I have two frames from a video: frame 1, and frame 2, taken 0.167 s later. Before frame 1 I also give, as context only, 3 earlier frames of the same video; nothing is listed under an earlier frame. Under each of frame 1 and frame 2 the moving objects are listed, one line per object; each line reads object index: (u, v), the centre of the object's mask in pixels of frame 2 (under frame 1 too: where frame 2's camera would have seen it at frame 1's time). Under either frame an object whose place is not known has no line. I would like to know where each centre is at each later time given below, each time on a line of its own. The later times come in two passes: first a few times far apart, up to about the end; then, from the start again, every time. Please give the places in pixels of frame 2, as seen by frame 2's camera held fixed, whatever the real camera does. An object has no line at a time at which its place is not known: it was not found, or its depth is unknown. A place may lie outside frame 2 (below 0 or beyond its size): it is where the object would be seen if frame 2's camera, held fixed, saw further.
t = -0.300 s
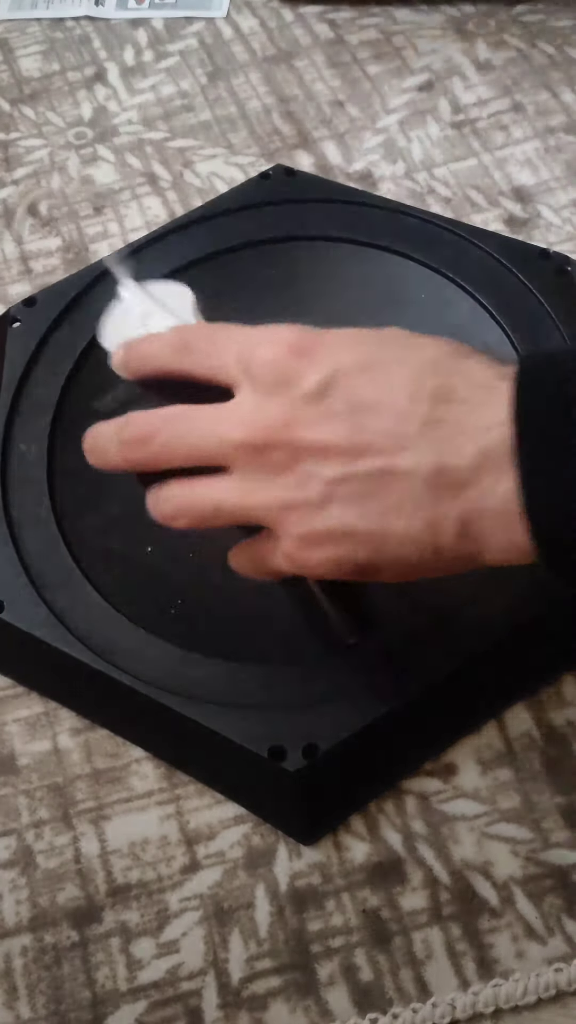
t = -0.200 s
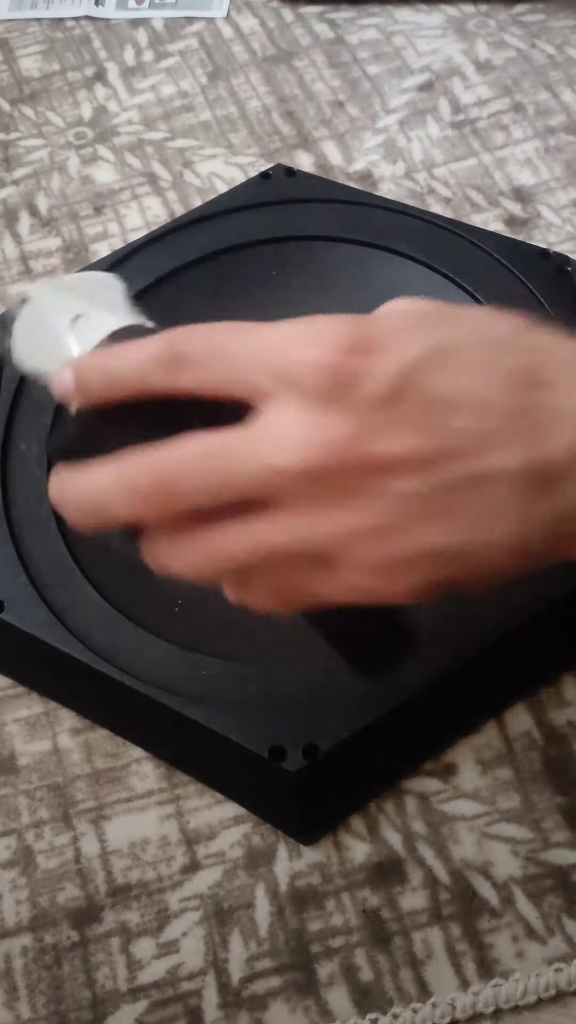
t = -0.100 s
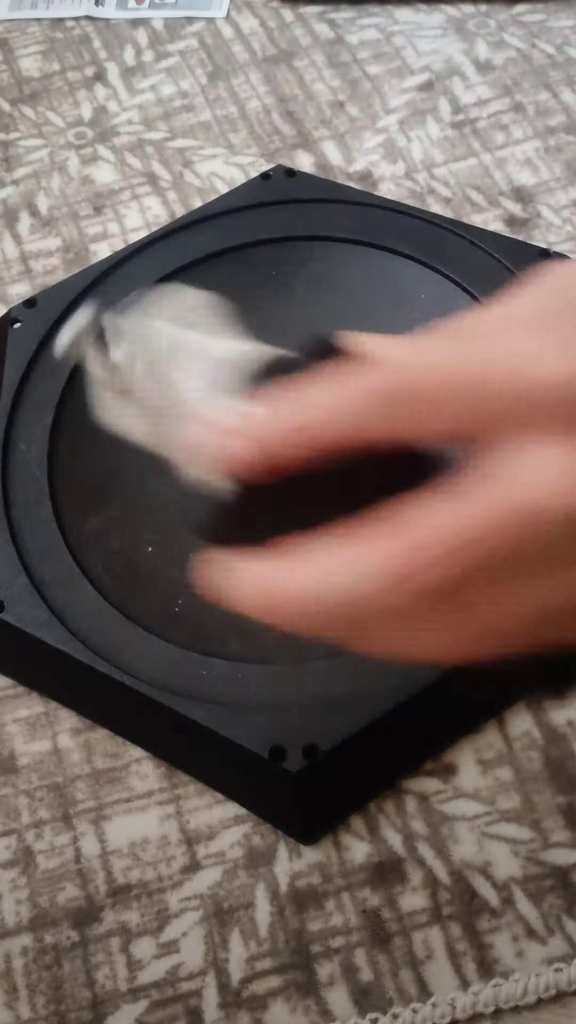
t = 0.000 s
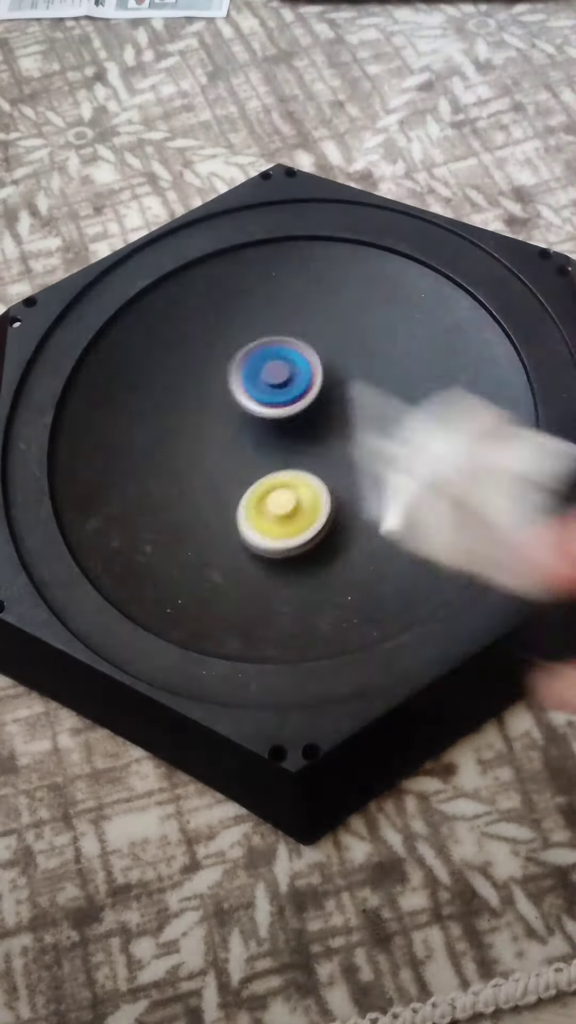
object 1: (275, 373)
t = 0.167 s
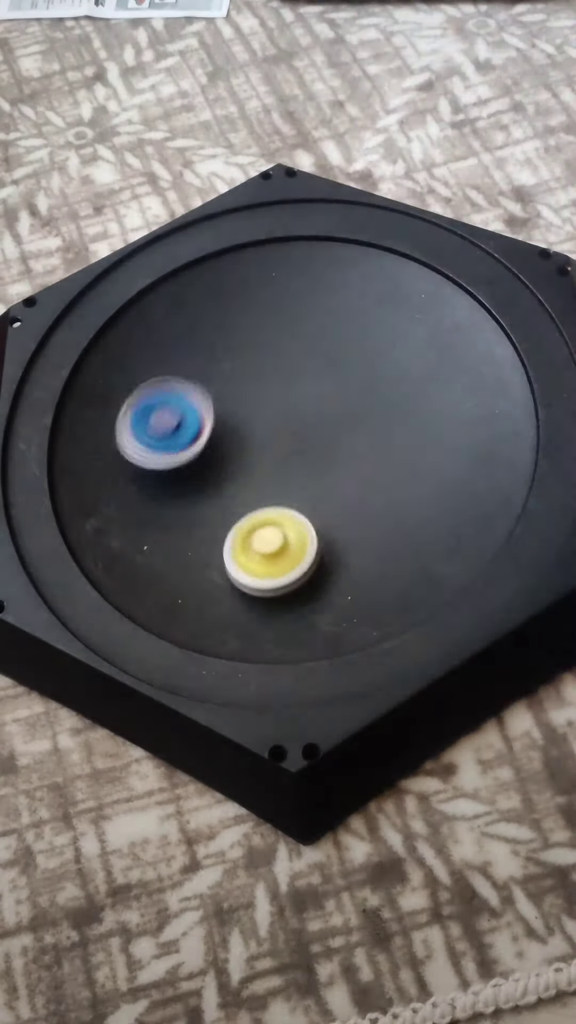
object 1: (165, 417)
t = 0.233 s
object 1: (164, 472)
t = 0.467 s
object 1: (204, 455)
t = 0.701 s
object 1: (183, 433)
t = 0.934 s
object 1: (154, 444)
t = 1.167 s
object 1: (191, 547)
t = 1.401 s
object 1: (257, 662)
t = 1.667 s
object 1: (338, 659)
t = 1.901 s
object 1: (387, 558)
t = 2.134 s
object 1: (336, 382)
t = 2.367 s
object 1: (132, 378)
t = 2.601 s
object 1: (148, 533)
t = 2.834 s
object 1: (286, 589)
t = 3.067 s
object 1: (359, 428)
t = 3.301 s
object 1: (224, 330)
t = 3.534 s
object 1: (157, 323)
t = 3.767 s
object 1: (201, 279)
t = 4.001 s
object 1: (200, 289)
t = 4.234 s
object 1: (241, 348)
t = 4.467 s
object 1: (371, 365)
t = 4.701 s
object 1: (428, 312)
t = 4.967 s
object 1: (364, 338)
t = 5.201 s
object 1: (290, 246)
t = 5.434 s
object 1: (141, 280)
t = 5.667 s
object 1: (106, 412)
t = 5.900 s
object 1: (109, 487)
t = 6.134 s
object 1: (147, 520)
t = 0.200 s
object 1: (158, 444)
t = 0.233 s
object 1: (164, 472)
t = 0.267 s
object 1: (180, 498)
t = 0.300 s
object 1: (203, 508)
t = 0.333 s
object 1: (199, 492)
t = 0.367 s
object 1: (203, 481)
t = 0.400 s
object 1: (206, 474)
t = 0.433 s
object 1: (207, 465)
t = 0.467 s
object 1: (204, 455)
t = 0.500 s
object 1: (200, 446)
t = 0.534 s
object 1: (195, 437)
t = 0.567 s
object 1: (190, 432)
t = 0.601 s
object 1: (186, 430)
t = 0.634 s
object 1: (184, 430)
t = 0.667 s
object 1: (183, 432)
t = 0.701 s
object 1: (183, 433)
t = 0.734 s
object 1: (186, 434)
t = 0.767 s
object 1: (191, 433)
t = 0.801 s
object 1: (198, 430)
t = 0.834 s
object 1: (198, 424)
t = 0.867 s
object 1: (175, 422)
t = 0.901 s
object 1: (161, 430)
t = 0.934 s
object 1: (154, 444)
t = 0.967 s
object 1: (158, 462)
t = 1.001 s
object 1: (173, 476)
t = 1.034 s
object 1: (195, 481)
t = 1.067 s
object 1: (218, 474)
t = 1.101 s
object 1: (234, 459)
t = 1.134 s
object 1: (227, 475)
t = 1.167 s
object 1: (191, 547)
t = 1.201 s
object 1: (174, 598)
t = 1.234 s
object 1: (181, 618)
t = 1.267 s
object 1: (202, 634)
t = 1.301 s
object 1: (213, 651)
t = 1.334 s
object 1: (217, 672)
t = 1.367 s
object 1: (240, 664)
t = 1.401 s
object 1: (257, 662)
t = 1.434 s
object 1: (268, 672)
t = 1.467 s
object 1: (281, 672)
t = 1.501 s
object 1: (293, 673)
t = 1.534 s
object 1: (303, 671)
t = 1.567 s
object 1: (314, 671)
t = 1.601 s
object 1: (325, 667)
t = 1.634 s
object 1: (333, 664)
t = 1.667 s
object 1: (338, 659)
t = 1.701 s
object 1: (340, 653)
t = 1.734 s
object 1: (338, 645)
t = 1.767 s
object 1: (335, 637)
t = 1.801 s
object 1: (335, 626)
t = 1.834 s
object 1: (343, 614)
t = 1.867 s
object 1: (363, 590)
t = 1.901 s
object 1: (387, 558)
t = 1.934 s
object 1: (401, 529)
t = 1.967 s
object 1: (406, 499)
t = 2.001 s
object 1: (404, 469)
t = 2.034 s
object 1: (395, 442)
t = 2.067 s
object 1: (379, 418)
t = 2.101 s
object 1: (359, 398)
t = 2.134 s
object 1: (336, 382)
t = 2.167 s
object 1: (309, 368)
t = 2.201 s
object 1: (281, 358)
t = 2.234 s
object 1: (251, 352)
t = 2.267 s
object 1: (220, 351)
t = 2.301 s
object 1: (188, 354)
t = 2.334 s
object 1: (159, 364)
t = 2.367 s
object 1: (132, 378)
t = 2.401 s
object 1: (112, 397)
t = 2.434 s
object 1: (97, 420)
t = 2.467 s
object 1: (90, 446)
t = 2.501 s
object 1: (92, 471)
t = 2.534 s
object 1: (103, 495)
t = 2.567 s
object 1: (122, 515)
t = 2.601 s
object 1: (148, 533)
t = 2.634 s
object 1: (173, 540)
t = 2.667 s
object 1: (170, 556)
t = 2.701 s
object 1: (173, 579)
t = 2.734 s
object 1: (196, 595)
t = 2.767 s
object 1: (223, 599)
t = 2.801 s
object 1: (256, 597)
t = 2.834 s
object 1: (286, 589)
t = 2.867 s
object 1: (314, 576)
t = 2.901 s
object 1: (338, 554)
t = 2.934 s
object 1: (355, 530)
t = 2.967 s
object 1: (365, 505)
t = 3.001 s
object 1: (369, 478)
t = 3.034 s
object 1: (366, 453)
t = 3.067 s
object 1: (359, 428)
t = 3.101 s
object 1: (349, 407)
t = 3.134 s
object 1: (334, 387)
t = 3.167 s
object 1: (319, 369)
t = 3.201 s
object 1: (298, 353)
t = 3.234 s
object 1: (275, 342)
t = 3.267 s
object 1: (251, 334)
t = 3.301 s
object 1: (224, 330)
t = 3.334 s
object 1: (197, 332)
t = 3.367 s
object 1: (172, 341)
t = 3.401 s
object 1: (150, 350)
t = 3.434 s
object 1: (132, 366)
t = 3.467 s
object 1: (126, 367)
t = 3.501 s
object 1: (138, 339)
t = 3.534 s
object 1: (157, 323)
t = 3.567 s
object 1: (178, 320)
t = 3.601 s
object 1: (196, 318)
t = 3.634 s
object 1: (201, 308)
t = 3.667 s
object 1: (206, 308)
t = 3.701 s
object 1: (206, 302)
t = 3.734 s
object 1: (205, 291)
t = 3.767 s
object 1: (201, 279)
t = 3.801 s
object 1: (197, 267)
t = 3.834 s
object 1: (192, 260)
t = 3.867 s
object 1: (187, 257)
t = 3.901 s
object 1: (183, 259)
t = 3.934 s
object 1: (184, 266)
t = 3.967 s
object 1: (190, 277)
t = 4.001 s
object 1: (200, 289)
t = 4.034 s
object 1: (213, 300)
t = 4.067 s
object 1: (216, 308)
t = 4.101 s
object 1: (206, 306)
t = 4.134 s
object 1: (207, 315)
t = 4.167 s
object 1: (215, 328)
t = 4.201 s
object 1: (226, 339)
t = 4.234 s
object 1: (241, 348)
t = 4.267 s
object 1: (257, 355)
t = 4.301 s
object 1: (275, 360)
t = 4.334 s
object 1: (295, 363)
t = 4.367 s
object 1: (314, 368)
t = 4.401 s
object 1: (334, 369)
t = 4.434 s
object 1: (352, 368)
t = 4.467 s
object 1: (371, 365)
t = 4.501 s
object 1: (388, 357)
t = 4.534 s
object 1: (404, 351)
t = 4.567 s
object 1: (416, 343)
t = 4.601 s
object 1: (425, 338)
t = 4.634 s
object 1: (432, 328)
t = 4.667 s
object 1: (433, 316)
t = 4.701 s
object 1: (428, 312)
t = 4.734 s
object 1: (419, 316)
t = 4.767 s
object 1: (407, 323)
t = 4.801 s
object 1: (396, 334)
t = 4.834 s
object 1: (387, 343)
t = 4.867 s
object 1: (379, 362)
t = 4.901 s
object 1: (373, 379)
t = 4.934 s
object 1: (369, 393)
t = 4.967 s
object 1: (364, 338)
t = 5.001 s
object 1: (362, 302)
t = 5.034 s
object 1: (358, 274)
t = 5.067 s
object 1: (357, 261)
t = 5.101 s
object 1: (356, 266)
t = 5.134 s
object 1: (335, 257)
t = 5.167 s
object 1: (313, 252)
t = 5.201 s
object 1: (290, 246)
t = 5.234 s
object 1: (267, 242)
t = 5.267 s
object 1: (244, 242)
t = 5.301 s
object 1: (220, 243)
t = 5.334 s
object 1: (200, 248)
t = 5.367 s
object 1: (178, 257)
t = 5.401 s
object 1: (160, 267)
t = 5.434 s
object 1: (141, 280)
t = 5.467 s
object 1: (128, 295)
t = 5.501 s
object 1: (117, 314)
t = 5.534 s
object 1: (108, 333)
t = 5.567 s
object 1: (104, 353)
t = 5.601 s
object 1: (103, 374)
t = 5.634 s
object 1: (105, 395)
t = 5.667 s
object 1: (106, 412)
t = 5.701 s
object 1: (101, 423)
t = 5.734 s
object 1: (94, 425)
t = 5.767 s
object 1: (95, 432)
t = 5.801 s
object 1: (95, 444)
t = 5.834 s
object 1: (96, 459)
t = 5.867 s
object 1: (100, 474)
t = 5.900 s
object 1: (109, 487)
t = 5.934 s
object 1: (120, 501)
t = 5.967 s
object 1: (135, 511)
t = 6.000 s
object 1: (153, 515)
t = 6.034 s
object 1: (172, 523)
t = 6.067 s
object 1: (190, 525)
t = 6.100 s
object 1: (188, 521)
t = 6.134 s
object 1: (147, 520)
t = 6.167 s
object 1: (109, 535)
